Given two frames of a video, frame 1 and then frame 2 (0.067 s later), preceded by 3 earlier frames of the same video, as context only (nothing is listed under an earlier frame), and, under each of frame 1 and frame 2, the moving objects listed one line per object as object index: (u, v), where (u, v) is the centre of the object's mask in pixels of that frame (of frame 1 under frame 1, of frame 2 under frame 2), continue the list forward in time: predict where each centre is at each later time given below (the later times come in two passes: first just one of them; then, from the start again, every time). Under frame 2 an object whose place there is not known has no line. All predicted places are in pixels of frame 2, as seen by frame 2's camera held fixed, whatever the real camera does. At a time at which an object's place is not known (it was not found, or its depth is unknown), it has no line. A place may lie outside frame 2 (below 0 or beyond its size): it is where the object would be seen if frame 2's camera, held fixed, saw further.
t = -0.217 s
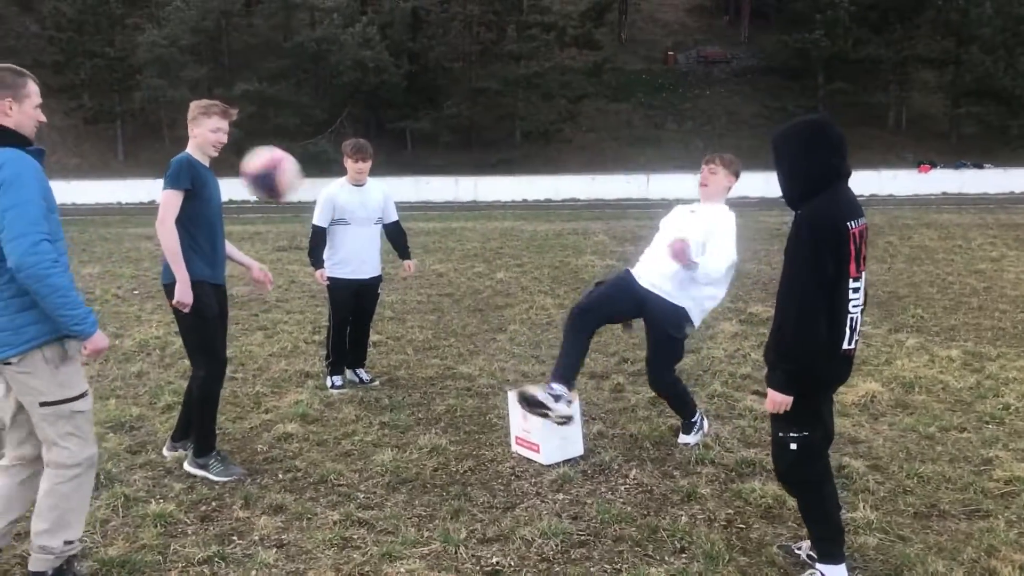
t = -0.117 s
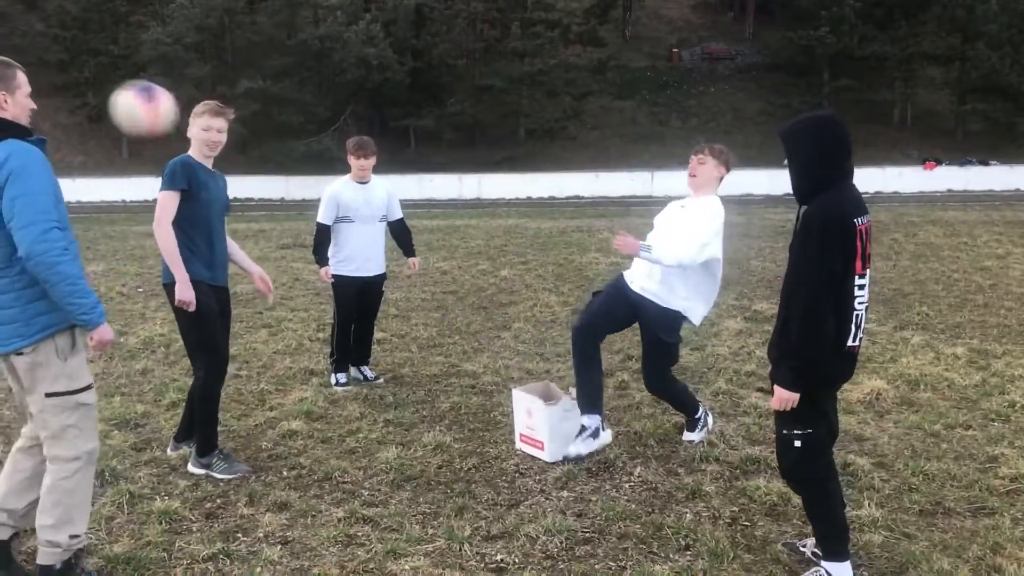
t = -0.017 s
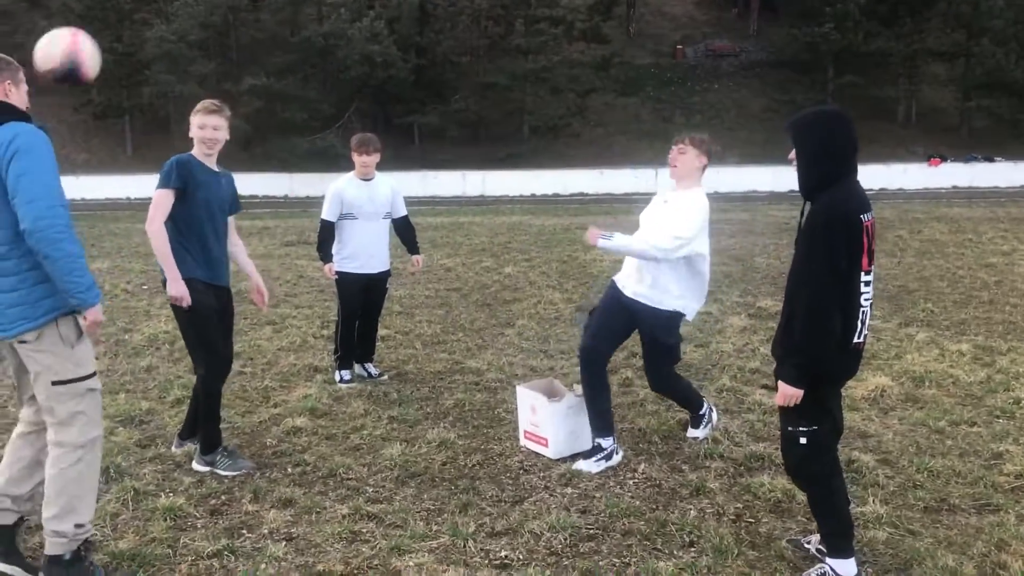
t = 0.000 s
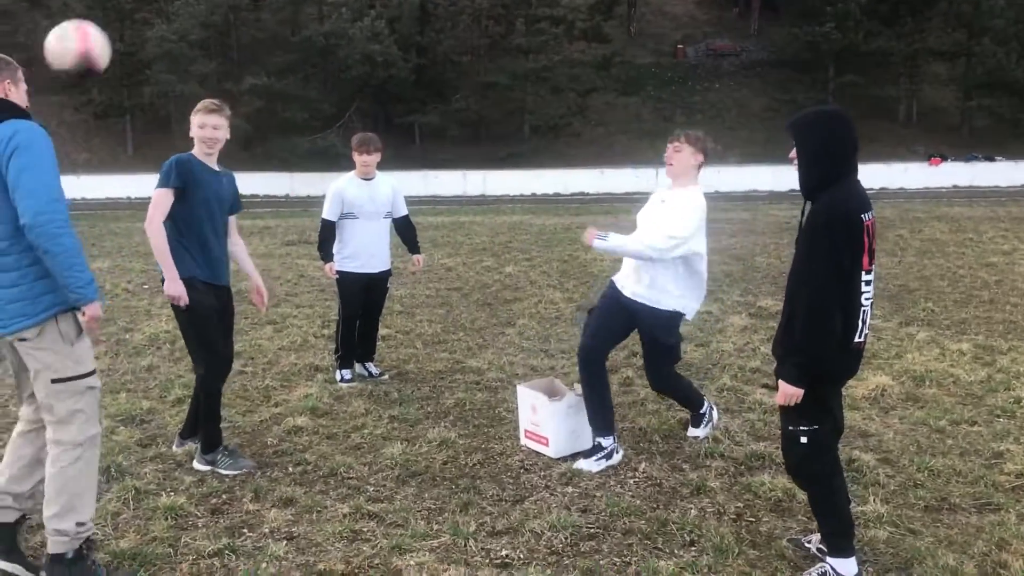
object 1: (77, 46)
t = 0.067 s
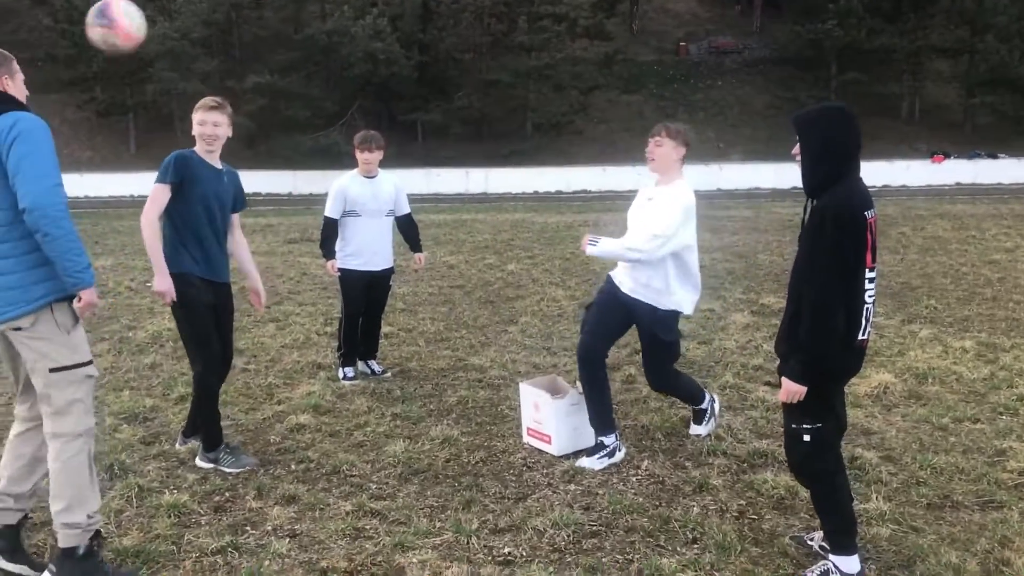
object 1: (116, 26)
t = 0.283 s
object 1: (212, 33)
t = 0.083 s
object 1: (124, 24)
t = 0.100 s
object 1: (133, 22)
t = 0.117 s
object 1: (141, 21)
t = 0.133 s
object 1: (150, 19)
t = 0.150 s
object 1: (157, 19)
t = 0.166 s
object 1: (165, 19)
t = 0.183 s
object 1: (172, 20)
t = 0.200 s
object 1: (179, 21)
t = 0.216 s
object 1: (186, 23)
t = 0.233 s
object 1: (193, 24)
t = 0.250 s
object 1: (200, 26)
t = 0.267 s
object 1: (206, 29)
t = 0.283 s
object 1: (212, 33)
